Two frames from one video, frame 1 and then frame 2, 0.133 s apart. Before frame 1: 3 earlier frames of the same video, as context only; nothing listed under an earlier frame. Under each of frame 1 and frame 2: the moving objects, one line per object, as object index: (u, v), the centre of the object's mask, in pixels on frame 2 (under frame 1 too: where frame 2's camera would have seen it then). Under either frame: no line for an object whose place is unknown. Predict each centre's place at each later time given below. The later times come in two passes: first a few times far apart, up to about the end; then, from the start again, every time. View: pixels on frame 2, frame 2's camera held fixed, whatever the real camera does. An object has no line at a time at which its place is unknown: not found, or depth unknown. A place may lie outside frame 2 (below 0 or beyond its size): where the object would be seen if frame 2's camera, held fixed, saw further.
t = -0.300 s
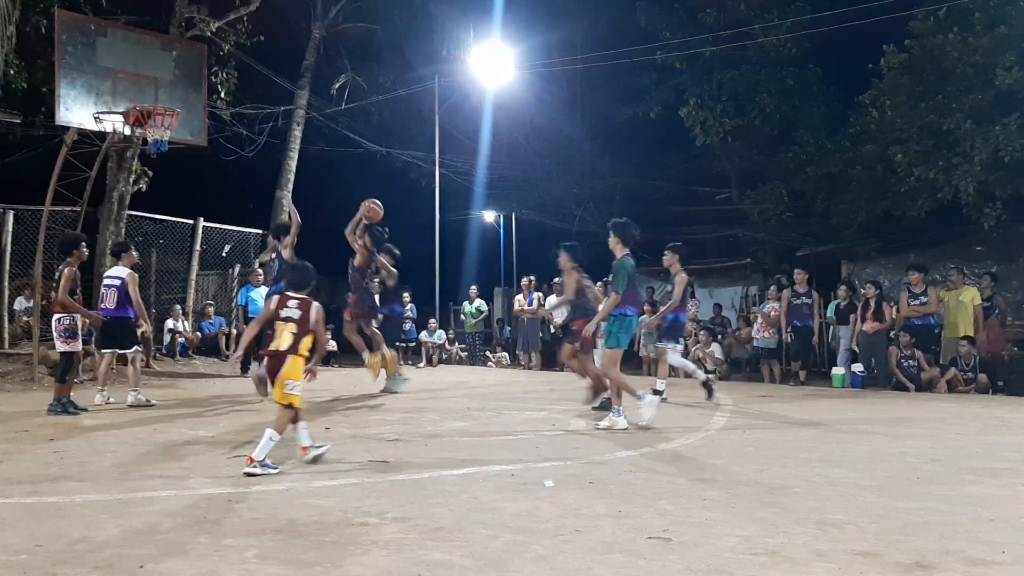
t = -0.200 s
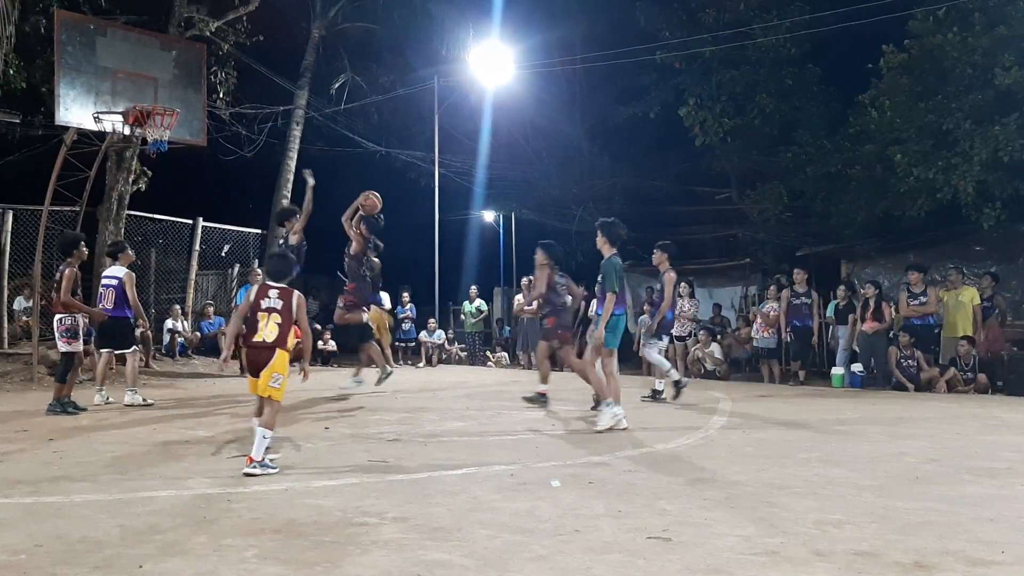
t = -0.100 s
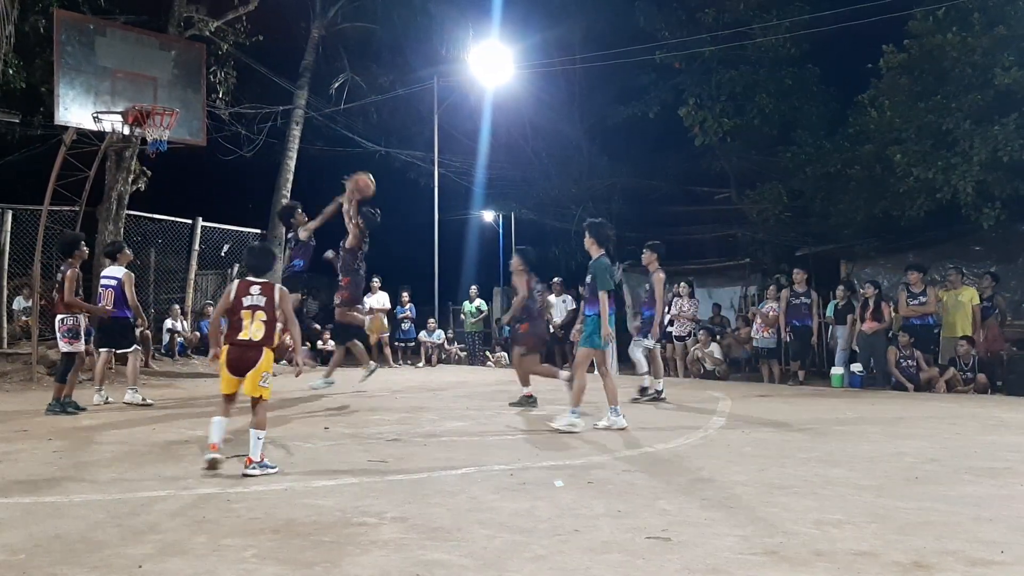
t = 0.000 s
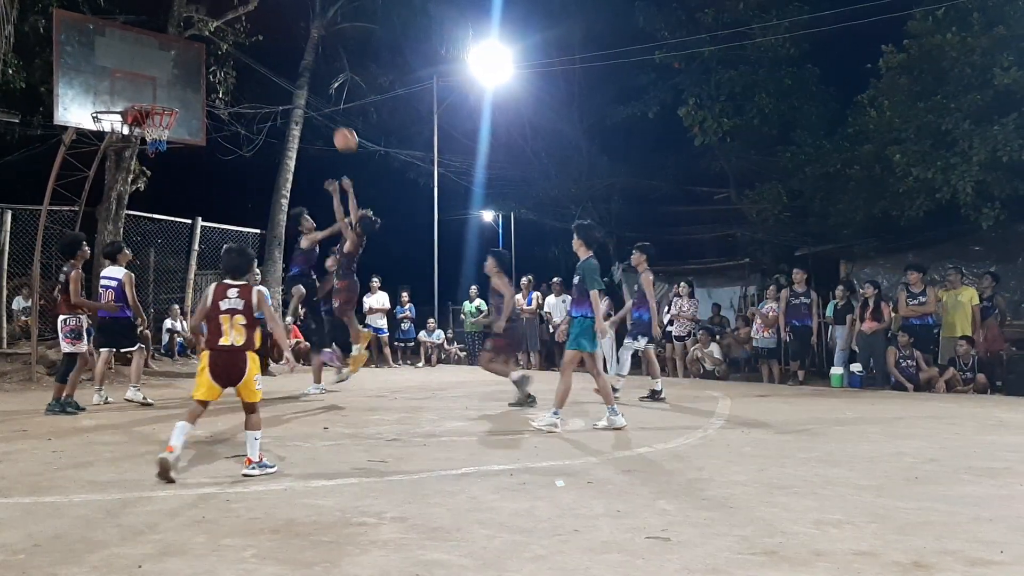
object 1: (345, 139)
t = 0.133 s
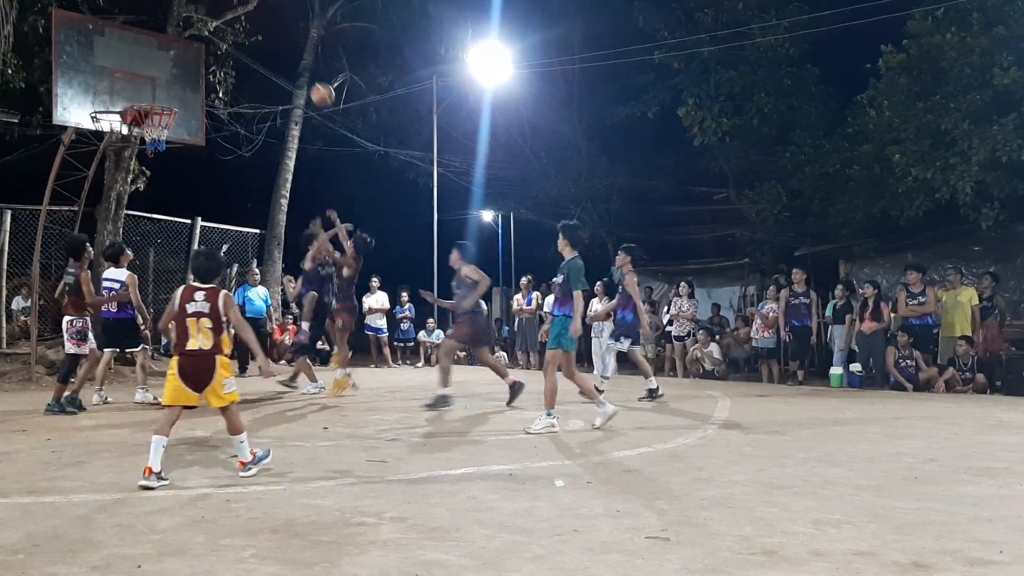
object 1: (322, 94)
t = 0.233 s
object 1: (306, 72)
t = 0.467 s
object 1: (269, 55)
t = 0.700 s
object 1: (235, 86)
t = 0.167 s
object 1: (317, 86)
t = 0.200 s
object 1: (311, 78)
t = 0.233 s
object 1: (306, 72)
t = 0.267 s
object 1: (300, 66)
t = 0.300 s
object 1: (295, 62)
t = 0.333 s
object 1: (290, 58)
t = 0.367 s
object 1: (284, 56)
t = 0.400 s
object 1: (279, 55)
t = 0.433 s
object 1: (274, 54)
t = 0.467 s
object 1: (269, 55)
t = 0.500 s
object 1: (264, 56)
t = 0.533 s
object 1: (259, 59)
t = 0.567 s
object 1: (254, 62)
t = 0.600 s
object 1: (249, 67)
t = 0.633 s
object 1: (244, 72)
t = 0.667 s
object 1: (240, 78)
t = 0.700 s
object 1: (235, 86)
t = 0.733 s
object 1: (230, 94)
